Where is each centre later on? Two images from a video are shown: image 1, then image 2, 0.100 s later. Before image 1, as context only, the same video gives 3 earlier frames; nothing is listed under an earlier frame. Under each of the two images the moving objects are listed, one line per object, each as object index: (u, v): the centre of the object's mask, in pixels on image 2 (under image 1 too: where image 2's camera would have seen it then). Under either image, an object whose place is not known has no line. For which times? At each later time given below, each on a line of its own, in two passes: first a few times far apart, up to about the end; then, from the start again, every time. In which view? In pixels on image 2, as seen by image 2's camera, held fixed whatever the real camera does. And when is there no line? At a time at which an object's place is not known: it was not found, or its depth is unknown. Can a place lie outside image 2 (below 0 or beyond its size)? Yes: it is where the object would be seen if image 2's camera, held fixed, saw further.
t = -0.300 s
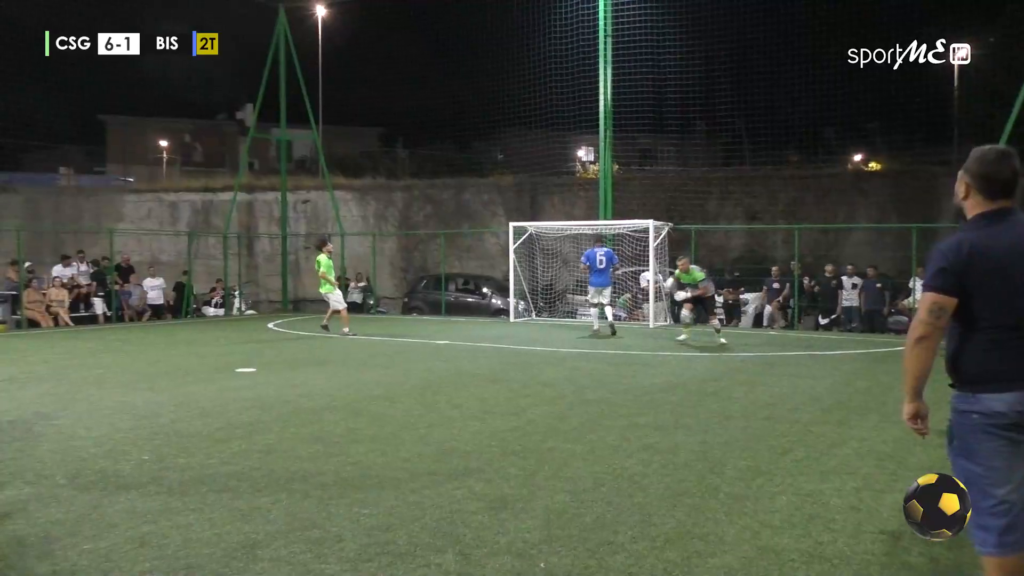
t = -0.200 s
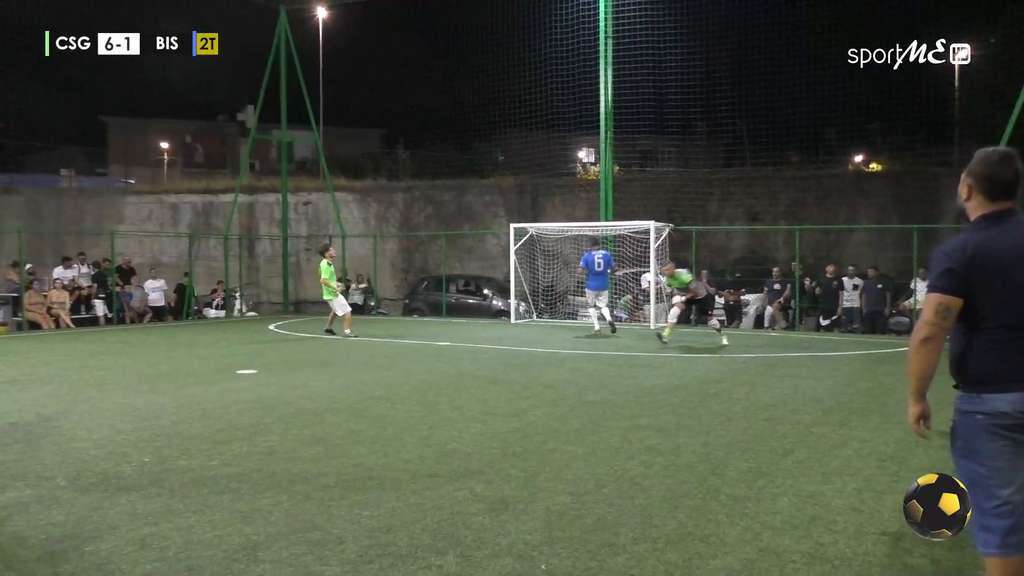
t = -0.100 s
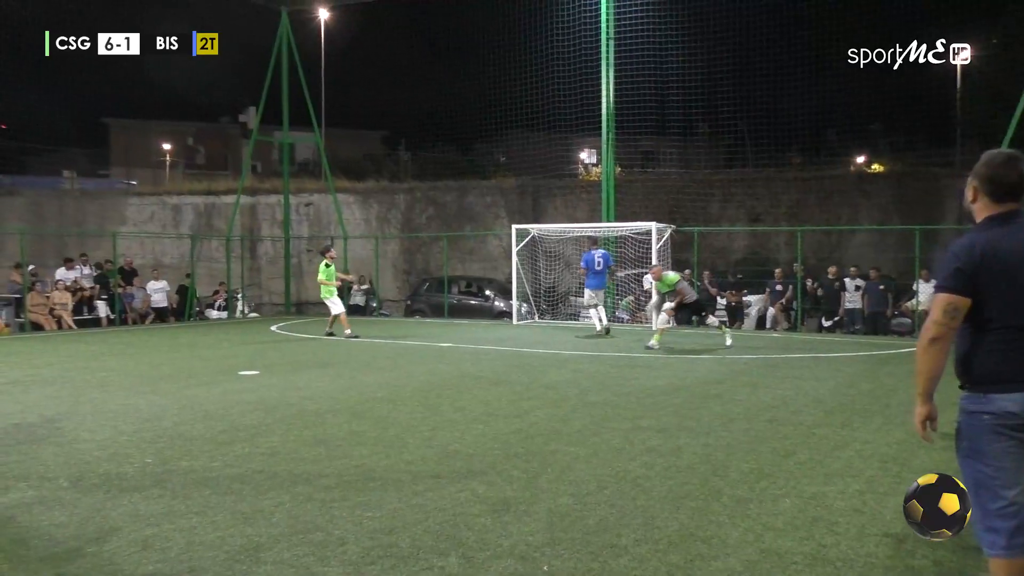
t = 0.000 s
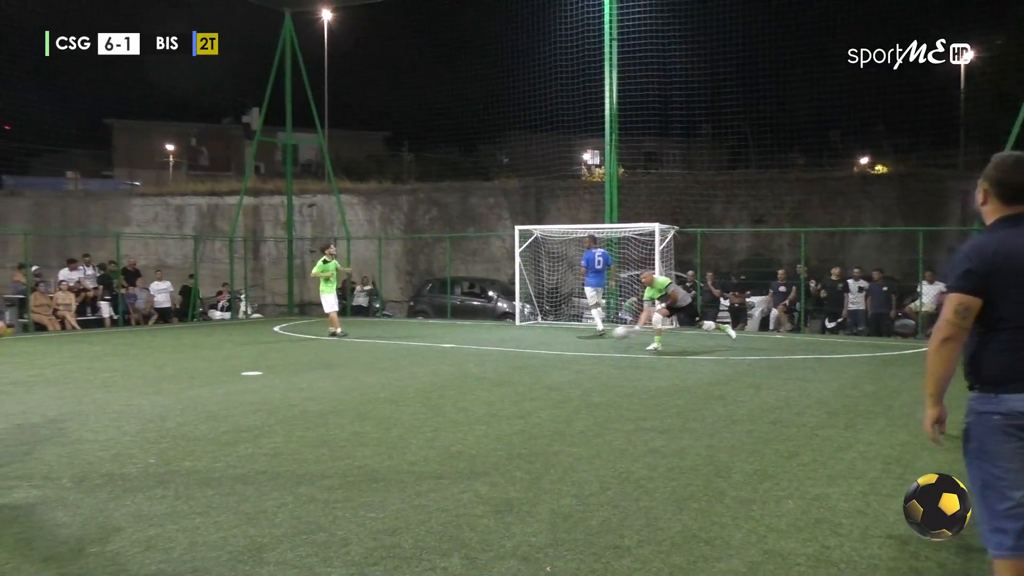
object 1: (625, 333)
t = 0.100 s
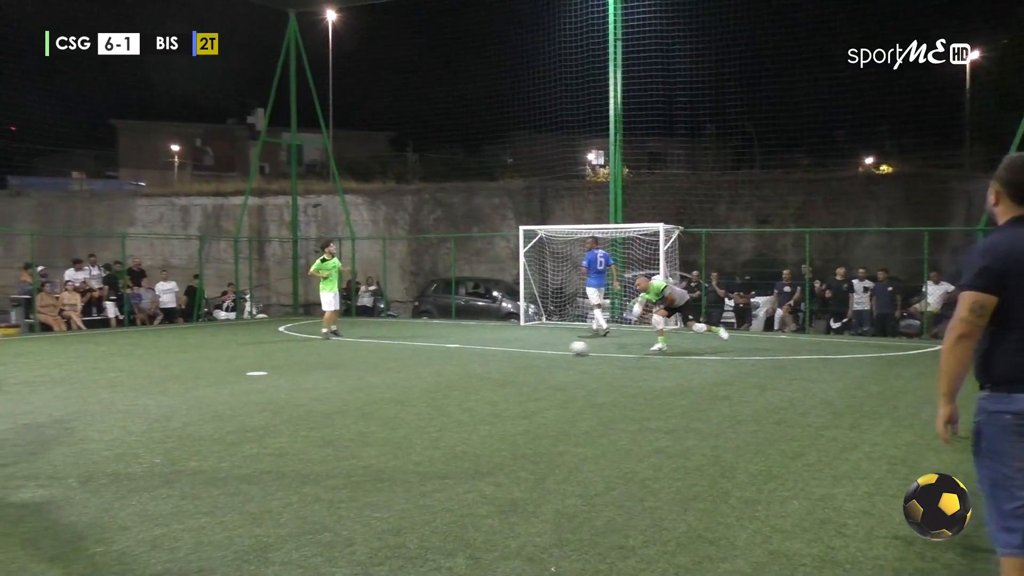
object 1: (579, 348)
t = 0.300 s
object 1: (484, 355)
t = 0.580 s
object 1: (340, 371)
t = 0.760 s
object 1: (231, 383)
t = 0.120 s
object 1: (569, 348)
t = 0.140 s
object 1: (561, 349)
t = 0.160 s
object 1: (552, 349)
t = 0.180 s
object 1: (543, 350)
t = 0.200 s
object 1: (533, 350)
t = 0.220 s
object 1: (522, 352)
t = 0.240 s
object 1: (513, 354)
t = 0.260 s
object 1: (503, 356)
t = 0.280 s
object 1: (494, 356)
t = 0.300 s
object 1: (484, 355)
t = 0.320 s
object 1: (475, 356)
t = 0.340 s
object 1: (465, 356)
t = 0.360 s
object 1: (455, 358)
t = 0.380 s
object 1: (446, 359)
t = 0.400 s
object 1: (435, 361)
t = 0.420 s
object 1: (425, 363)
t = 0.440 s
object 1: (414, 365)
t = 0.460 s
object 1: (404, 365)
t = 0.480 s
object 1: (394, 365)
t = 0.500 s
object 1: (384, 365)
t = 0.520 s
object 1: (372, 367)
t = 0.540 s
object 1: (362, 368)
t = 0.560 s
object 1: (351, 369)
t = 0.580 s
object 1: (340, 371)
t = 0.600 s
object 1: (328, 373)
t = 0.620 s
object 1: (317, 374)
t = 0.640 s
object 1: (305, 374)
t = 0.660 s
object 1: (293, 374)
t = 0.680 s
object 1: (281, 375)
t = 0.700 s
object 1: (269, 376)
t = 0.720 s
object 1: (257, 377)
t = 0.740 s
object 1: (243, 380)
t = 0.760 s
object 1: (231, 383)
